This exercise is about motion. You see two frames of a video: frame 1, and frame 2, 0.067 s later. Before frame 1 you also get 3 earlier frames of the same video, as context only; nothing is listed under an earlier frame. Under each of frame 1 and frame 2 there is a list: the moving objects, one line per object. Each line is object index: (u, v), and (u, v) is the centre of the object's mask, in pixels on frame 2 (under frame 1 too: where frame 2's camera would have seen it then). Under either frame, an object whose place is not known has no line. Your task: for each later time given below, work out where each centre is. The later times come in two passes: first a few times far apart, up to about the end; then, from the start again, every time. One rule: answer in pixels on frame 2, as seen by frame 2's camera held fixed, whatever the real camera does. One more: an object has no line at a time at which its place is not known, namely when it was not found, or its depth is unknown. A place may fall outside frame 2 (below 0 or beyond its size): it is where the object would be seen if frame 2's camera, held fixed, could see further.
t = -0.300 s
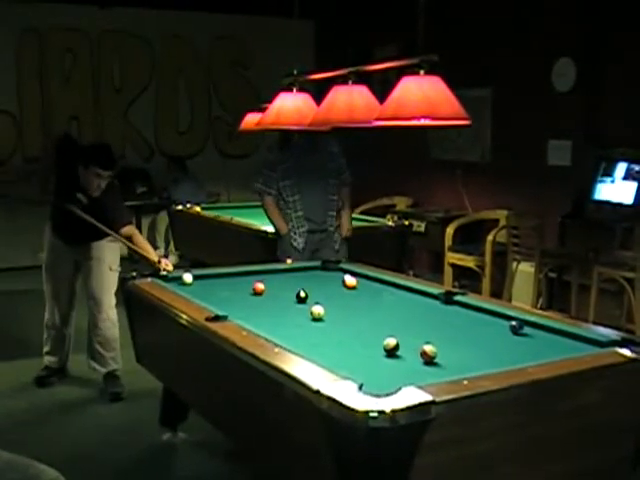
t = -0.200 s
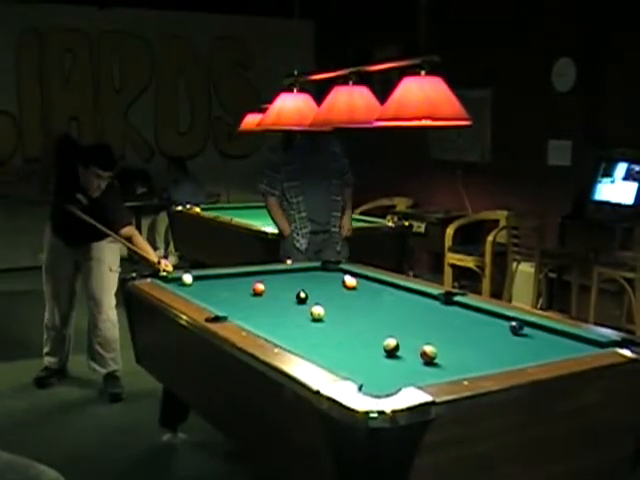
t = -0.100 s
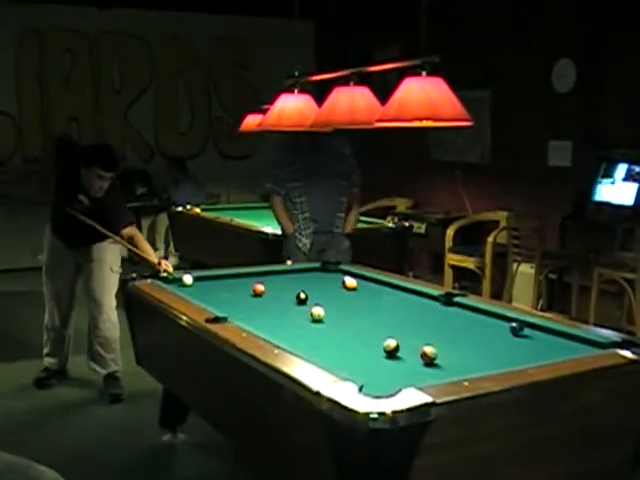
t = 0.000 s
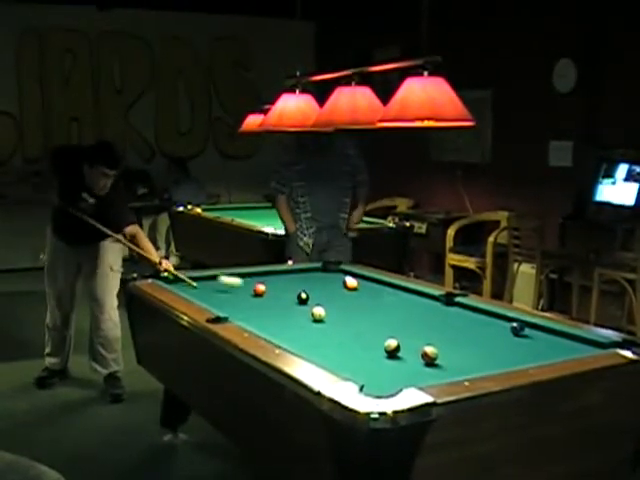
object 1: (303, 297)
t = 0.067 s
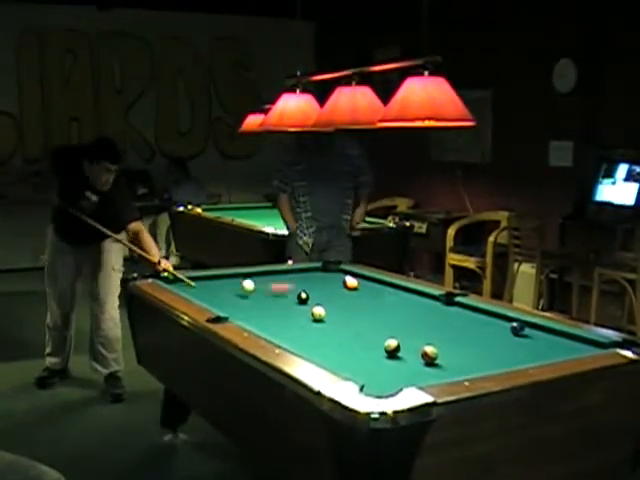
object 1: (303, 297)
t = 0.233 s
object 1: (302, 297)
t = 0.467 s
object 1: (302, 297)
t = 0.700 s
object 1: (302, 297)
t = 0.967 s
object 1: (273, 298)
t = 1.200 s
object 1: (238, 299)
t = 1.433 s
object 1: (205, 297)
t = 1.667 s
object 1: (207, 296)
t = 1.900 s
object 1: (217, 294)
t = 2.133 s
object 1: (226, 291)
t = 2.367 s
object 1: (234, 290)
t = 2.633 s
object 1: (232, 289)
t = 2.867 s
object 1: (231, 288)
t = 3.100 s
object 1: (229, 288)
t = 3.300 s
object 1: (229, 288)
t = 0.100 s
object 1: (303, 297)
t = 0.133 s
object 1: (302, 297)
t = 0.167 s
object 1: (302, 297)
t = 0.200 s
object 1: (302, 297)
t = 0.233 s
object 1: (302, 297)
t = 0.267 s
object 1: (302, 297)
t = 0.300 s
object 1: (302, 297)
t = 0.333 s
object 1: (302, 297)
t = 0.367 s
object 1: (302, 297)
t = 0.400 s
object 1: (302, 297)
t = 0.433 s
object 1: (302, 297)
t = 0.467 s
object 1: (302, 297)
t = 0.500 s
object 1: (302, 297)
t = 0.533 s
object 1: (302, 297)
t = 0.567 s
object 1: (302, 297)
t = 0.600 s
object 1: (302, 297)
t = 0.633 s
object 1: (302, 297)
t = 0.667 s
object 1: (302, 297)
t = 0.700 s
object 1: (302, 297)
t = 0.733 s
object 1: (302, 297)
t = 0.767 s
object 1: (302, 297)
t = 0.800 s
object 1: (302, 297)
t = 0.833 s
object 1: (298, 298)
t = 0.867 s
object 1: (291, 297)
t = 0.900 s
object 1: (284, 298)
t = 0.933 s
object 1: (279, 299)
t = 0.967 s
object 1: (273, 298)
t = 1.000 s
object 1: (268, 298)
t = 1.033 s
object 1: (263, 298)
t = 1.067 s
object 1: (258, 298)
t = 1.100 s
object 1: (253, 298)
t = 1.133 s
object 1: (248, 298)
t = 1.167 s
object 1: (243, 298)
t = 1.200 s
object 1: (238, 299)
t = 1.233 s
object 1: (233, 299)
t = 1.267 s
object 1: (228, 299)
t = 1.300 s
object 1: (224, 298)
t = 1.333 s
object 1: (219, 298)
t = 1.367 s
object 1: (214, 298)
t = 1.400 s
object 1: (210, 298)
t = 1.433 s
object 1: (205, 297)
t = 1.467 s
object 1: (201, 296)
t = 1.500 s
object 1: (199, 296)
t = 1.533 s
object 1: (200, 296)
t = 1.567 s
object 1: (202, 296)
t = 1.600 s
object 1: (204, 296)
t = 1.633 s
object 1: (205, 296)
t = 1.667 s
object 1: (207, 296)
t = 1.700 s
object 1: (208, 296)
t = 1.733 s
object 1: (209, 296)
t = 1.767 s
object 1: (210, 296)
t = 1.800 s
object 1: (213, 294)
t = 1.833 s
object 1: (214, 294)
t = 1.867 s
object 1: (216, 294)
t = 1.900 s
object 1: (217, 294)
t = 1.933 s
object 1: (218, 294)
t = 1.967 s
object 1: (219, 293)
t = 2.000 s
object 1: (221, 293)
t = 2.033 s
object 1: (222, 293)
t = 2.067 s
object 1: (223, 292)
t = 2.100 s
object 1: (225, 291)
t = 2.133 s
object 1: (226, 291)
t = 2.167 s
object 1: (228, 292)
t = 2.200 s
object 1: (229, 291)
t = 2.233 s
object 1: (230, 291)
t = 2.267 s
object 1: (231, 291)
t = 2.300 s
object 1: (232, 291)
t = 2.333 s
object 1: (233, 290)
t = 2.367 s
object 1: (234, 290)
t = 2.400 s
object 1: (234, 290)
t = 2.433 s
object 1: (234, 289)
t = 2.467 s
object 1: (234, 289)
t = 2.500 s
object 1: (234, 289)
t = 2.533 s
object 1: (233, 289)
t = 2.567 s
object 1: (233, 289)
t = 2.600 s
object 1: (233, 289)
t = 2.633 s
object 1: (232, 289)
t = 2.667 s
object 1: (232, 289)
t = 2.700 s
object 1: (232, 289)
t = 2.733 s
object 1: (231, 289)
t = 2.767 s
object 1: (231, 288)
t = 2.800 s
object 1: (231, 288)
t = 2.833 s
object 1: (231, 288)
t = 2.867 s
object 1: (231, 288)
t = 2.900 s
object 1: (230, 288)
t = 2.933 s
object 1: (230, 288)
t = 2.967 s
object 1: (230, 288)
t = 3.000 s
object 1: (230, 288)
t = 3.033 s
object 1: (230, 288)
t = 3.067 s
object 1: (229, 288)
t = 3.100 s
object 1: (229, 288)
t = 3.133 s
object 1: (229, 288)
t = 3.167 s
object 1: (229, 288)
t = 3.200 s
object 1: (229, 288)
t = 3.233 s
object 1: (229, 288)
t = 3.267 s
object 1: (229, 288)
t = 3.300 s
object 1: (229, 288)
